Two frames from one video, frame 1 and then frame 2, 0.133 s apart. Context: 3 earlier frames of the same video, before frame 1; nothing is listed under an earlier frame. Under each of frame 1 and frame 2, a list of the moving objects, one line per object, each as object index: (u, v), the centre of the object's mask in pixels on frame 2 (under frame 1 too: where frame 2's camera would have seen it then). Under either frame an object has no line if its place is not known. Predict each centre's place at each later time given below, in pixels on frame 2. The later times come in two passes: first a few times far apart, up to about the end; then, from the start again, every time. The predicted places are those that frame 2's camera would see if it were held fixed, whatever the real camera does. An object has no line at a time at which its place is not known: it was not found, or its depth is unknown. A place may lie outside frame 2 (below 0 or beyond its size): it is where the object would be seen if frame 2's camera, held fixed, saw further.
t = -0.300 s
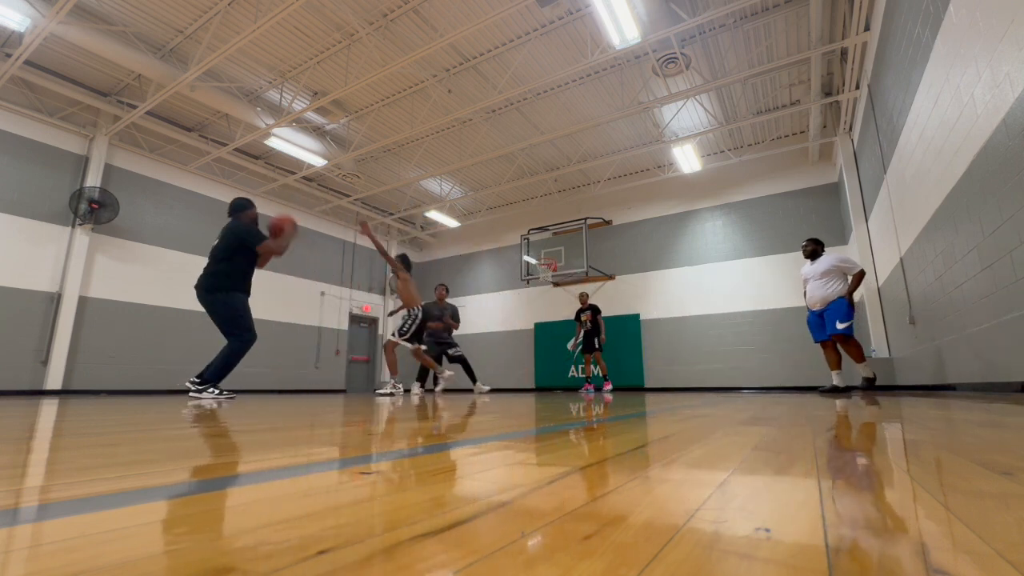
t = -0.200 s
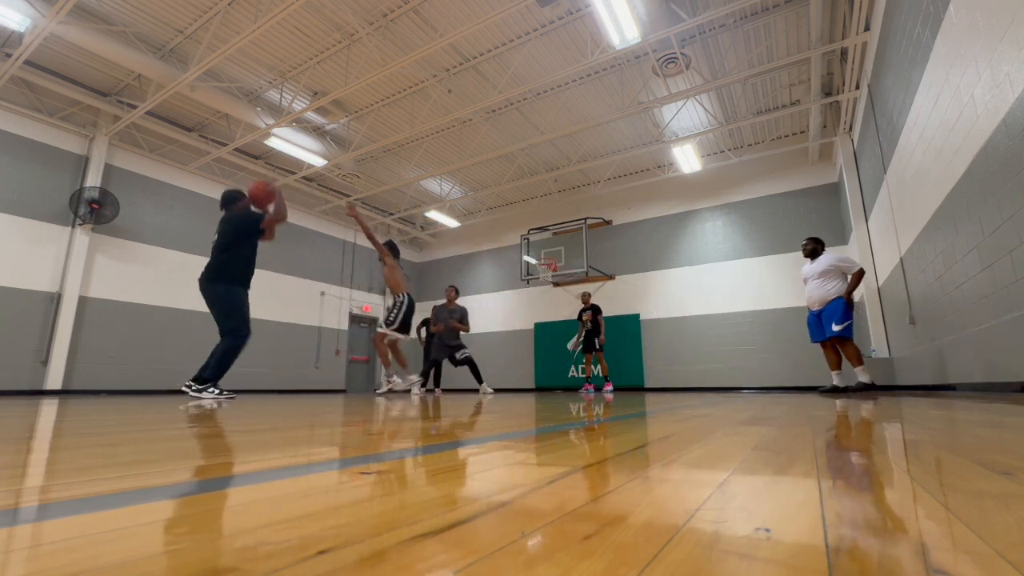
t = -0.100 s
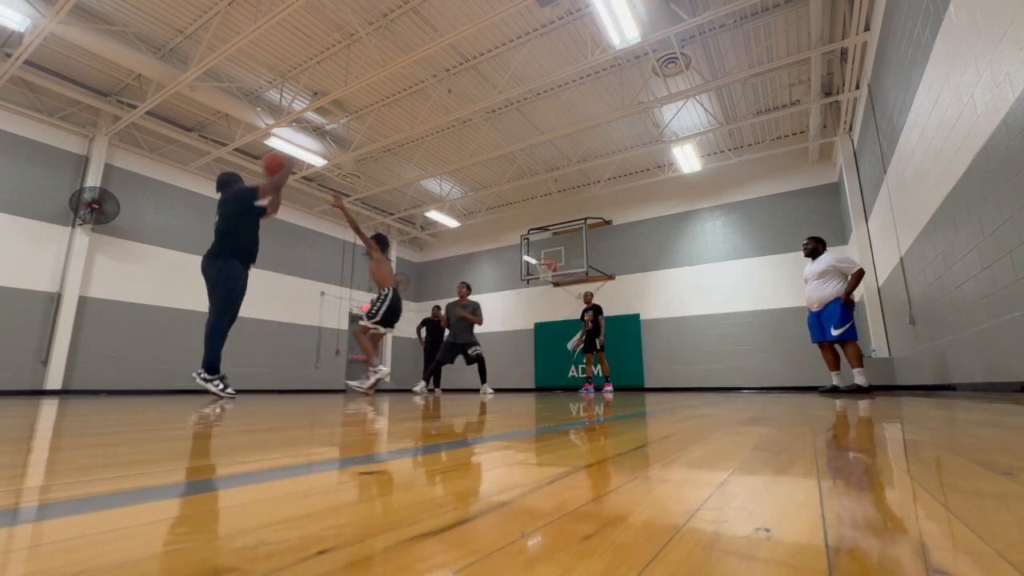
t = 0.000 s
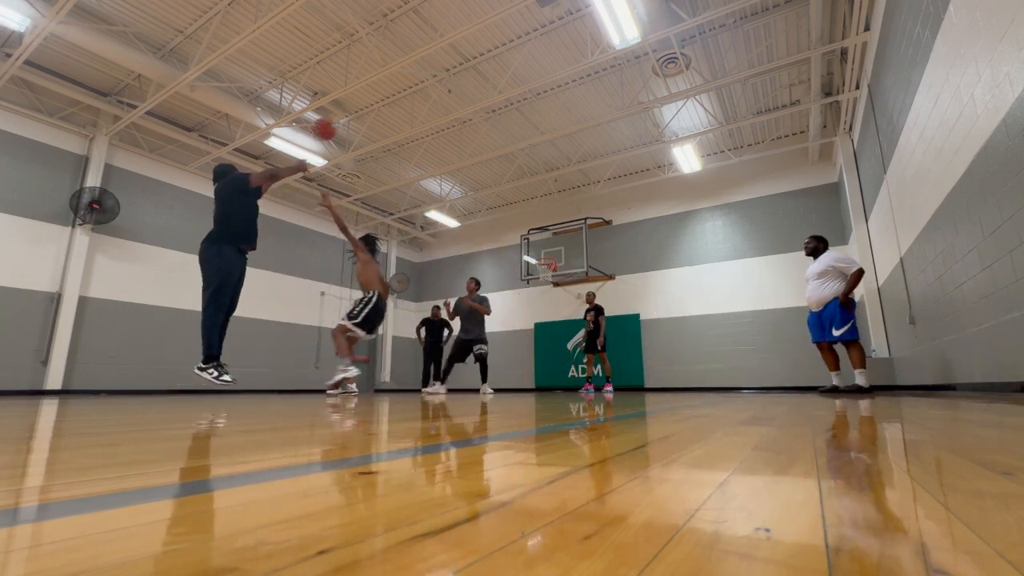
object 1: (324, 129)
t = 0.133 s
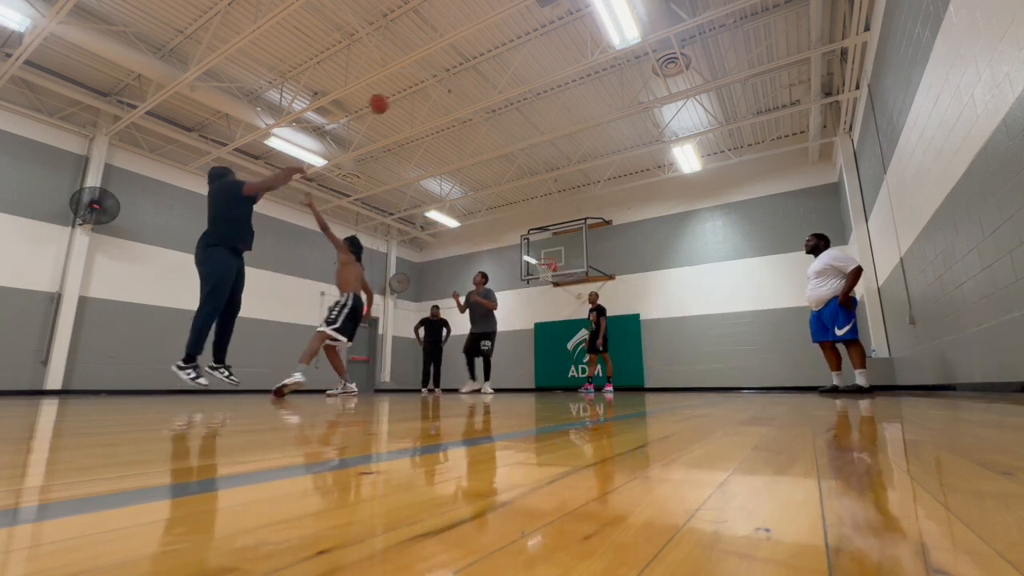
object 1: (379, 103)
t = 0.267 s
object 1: (419, 96)
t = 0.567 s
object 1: (476, 118)
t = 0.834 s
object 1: (495, 209)
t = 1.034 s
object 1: (510, 295)
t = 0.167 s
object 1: (389, 100)
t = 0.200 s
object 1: (400, 98)
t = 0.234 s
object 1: (410, 97)
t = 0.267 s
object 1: (419, 96)
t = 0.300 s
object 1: (427, 95)
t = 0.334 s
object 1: (435, 96)
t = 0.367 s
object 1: (442, 97)
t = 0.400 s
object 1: (449, 98)
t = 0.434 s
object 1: (456, 100)
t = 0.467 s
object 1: (462, 103)
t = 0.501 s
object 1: (468, 106)
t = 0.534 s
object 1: (474, 109)
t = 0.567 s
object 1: (476, 118)
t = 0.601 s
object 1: (479, 128)
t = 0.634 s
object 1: (481, 138)
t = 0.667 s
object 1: (483, 149)
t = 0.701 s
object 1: (486, 160)
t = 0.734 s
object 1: (488, 172)
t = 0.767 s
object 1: (491, 184)
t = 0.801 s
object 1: (493, 196)
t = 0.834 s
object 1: (495, 209)
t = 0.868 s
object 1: (498, 223)
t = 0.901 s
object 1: (500, 236)
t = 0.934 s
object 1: (503, 250)
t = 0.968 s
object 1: (505, 265)
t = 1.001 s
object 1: (507, 281)
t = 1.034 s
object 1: (510, 295)
